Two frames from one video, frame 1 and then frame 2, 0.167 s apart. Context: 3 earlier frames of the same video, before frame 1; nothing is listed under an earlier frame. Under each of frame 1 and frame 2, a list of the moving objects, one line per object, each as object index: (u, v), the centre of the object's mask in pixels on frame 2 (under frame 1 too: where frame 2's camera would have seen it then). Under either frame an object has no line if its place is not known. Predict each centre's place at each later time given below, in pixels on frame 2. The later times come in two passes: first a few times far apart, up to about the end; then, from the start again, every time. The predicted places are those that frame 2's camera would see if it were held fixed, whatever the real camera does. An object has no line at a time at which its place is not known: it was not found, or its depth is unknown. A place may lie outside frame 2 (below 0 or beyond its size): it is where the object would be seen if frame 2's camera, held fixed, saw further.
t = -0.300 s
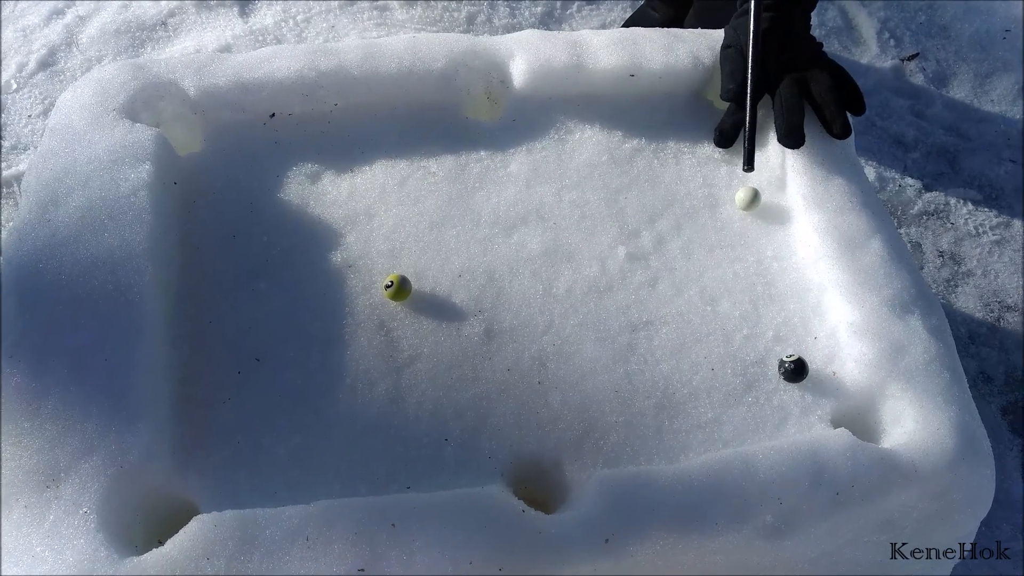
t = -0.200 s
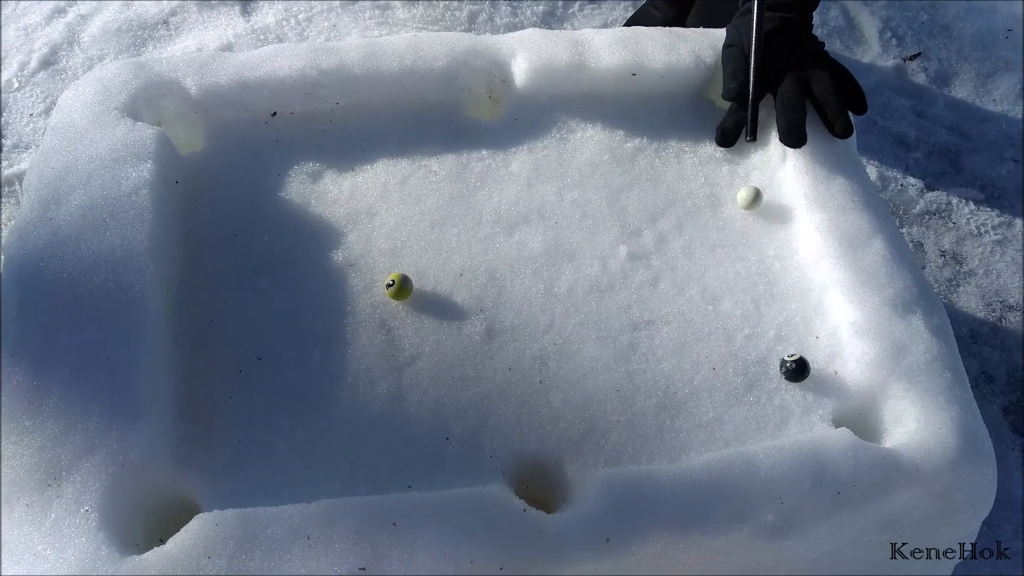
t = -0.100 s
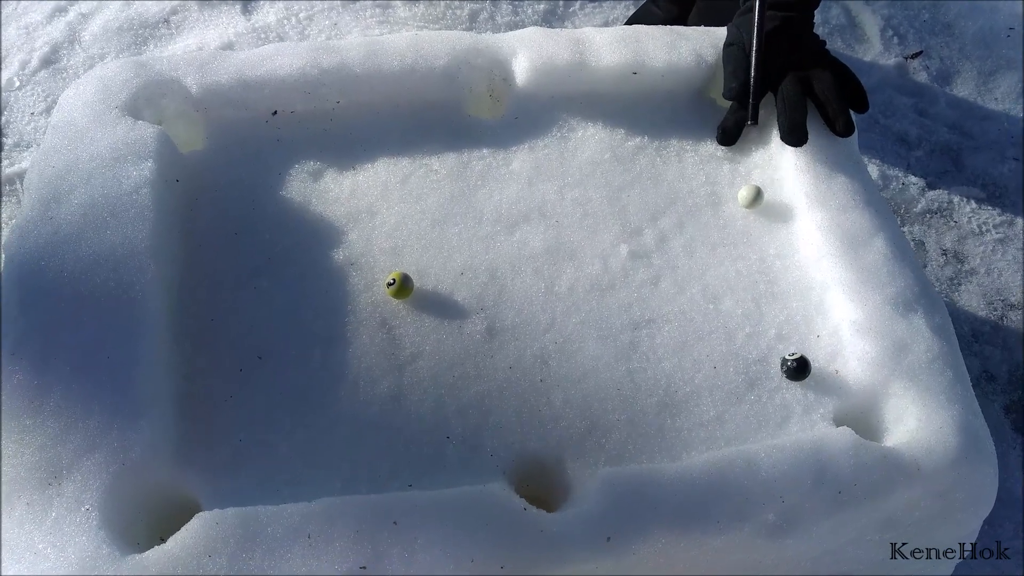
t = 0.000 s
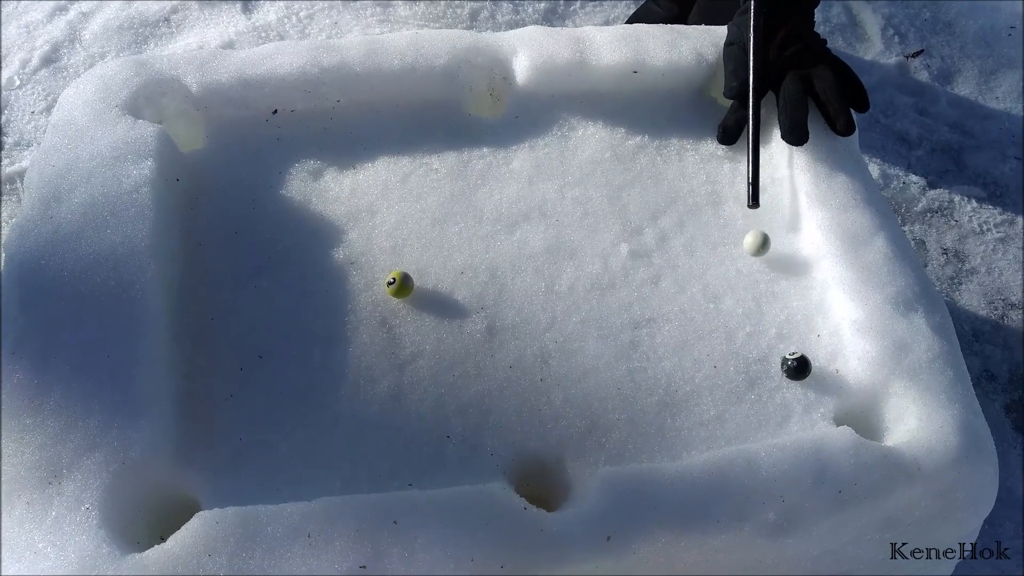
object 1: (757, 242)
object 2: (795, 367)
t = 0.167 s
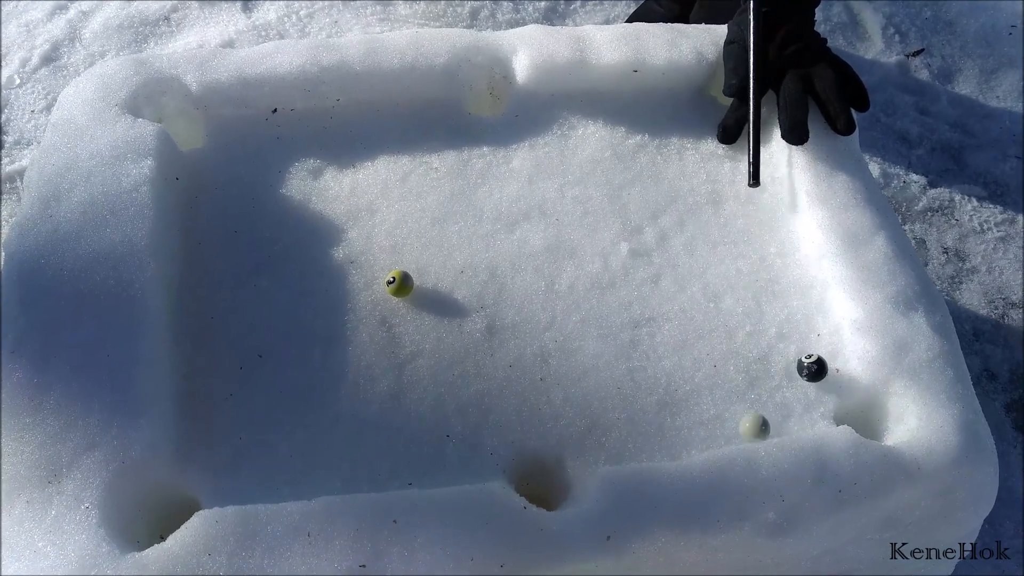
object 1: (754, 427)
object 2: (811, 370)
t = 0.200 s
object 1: (740, 427)
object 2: (812, 370)
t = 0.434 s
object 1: (689, 399)
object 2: (795, 367)
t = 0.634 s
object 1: (689, 394)
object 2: (795, 367)
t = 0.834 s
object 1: (689, 394)
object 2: (795, 367)
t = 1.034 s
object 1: (689, 394)
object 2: (795, 367)
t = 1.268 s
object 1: (689, 394)
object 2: (795, 366)
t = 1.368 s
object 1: (689, 394)
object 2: (795, 366)
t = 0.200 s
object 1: (740, 427)
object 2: (812, 370)
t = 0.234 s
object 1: (730, 424)
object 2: (810, 370)
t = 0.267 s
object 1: (721, 419)
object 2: (808, 370)
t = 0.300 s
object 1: (712, 414)
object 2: (804, 370)
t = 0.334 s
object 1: (704, 410)
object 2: (800, 369)
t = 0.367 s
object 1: (698, 406)
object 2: (796, 367)
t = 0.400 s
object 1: (693, 401)
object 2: (795, 366)
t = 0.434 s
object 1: (689, 399)
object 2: (795, 367)
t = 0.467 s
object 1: (686, 397)
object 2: (795, 367)
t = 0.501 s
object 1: (686, 394)
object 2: (795, 367)
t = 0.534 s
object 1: (688, 393)
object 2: (795, 367)
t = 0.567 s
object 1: (689, 394)
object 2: (795, 367)
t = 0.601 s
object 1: (689, 394)
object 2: (795, 367)
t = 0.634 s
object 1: (689, 394)
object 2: (795, 367)
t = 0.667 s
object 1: (689, 394)
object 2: (795, 367)
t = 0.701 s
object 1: (689, 394)
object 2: (795, 367)
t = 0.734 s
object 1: (689, 394)
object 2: (795, 367)
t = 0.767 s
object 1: (689, 394)
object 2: (795, 367)
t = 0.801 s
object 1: (689, 394)
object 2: (795, 367)
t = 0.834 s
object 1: (689, 394)
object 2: (795, 367)
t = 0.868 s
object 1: (689, 394)
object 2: (795, 367)
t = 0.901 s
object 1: (689, 394)
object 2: (795, 367)
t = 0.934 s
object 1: (689, 394)
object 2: (795, 367)
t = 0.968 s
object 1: (689, 394)
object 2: (795, 367)
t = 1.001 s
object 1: (689, 394)
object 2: (795, 367)
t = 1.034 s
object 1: (689, 394)
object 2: (795, 367)
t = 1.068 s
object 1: (689, 394)
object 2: (795, 367)
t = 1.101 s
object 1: (689, 394)
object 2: (795, 367)
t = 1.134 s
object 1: (689, 394)
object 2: (795, 366)
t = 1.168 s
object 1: (689, 394)
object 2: (795, 367)
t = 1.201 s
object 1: (689, 394)
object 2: (795, 367)
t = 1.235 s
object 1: (689, 394)
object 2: (795, 366)
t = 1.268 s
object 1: (689, 394)
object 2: (795, 366)
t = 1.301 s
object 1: (689, 394)
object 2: (795, 367)
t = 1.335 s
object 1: (689, 394)
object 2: (795, 366)
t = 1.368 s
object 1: (689, 394)
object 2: (795, 366)
